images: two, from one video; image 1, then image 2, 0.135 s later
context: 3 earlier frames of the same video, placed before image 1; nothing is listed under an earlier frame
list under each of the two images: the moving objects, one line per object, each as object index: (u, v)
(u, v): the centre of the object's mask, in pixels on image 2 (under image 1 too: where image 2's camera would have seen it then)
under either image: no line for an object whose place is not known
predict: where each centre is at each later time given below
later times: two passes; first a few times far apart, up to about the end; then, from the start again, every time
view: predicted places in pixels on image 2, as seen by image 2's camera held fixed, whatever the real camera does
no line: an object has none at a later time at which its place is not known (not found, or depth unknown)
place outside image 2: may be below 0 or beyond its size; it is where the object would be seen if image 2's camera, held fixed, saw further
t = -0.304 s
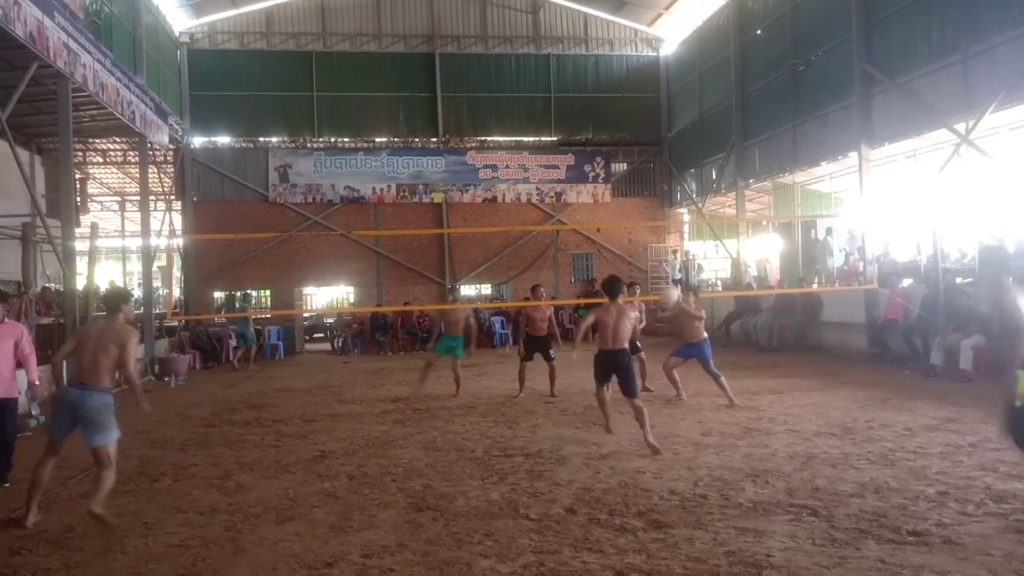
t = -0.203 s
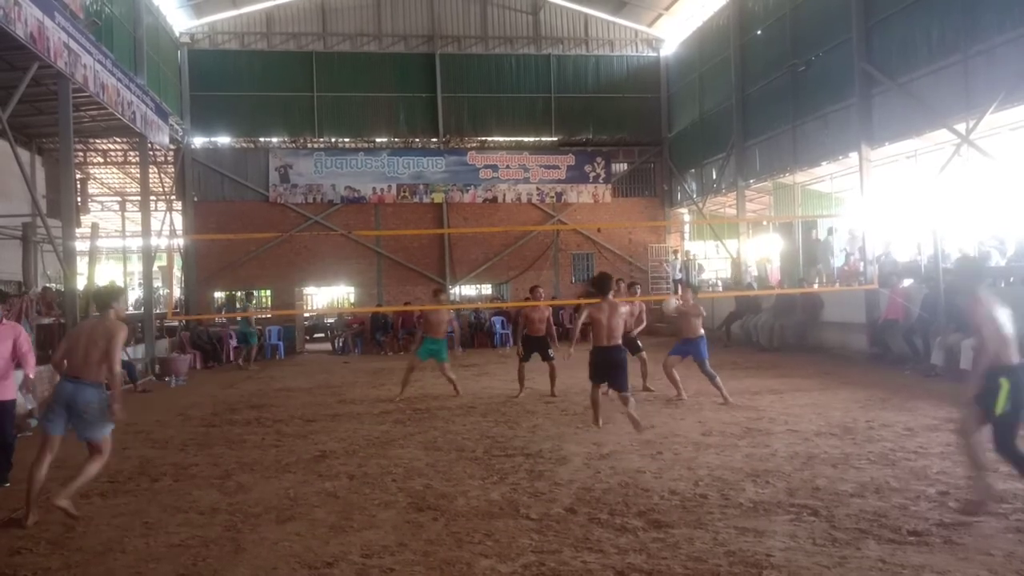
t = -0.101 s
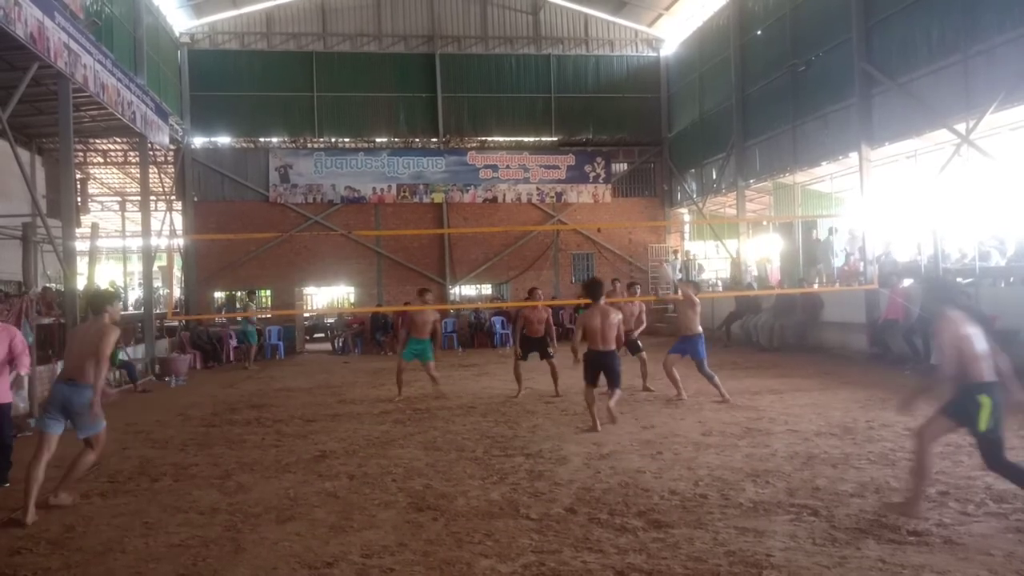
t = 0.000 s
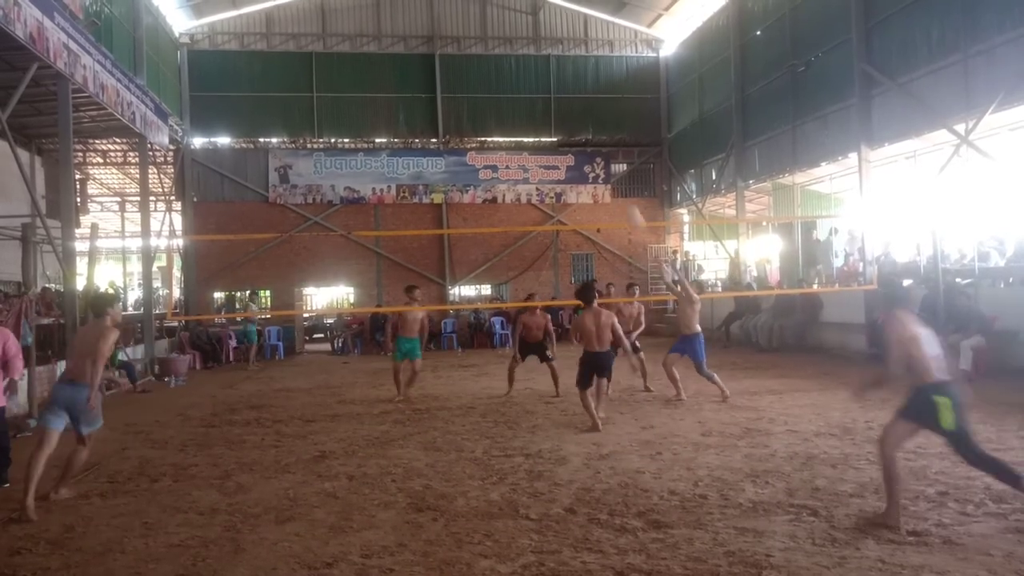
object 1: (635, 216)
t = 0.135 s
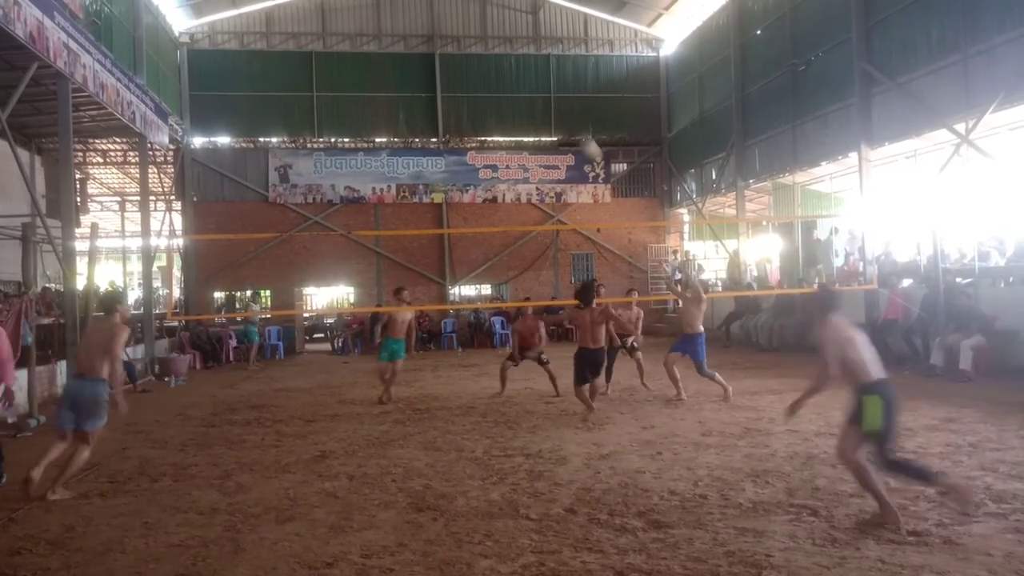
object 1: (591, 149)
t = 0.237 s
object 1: (559, 107)
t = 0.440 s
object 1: (499, 45)
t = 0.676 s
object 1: (428, 14)
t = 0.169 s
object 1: (579, 134)
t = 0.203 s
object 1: (569, 120)
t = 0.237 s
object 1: (559, 107)
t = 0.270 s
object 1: (549, 95)
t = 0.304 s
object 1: (538, 83)
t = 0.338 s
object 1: (529, 73)
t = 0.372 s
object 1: (518, 63)
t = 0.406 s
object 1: (508, 54)
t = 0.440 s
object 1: (499, 45)
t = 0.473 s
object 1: (489, 38)
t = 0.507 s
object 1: (479, 32)
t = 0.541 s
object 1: (469, 26)
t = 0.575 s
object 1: (458, 22)
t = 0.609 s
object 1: (449, 18)
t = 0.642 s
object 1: (437, 15)
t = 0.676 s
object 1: (428, 14)
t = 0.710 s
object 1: (418, 13)
